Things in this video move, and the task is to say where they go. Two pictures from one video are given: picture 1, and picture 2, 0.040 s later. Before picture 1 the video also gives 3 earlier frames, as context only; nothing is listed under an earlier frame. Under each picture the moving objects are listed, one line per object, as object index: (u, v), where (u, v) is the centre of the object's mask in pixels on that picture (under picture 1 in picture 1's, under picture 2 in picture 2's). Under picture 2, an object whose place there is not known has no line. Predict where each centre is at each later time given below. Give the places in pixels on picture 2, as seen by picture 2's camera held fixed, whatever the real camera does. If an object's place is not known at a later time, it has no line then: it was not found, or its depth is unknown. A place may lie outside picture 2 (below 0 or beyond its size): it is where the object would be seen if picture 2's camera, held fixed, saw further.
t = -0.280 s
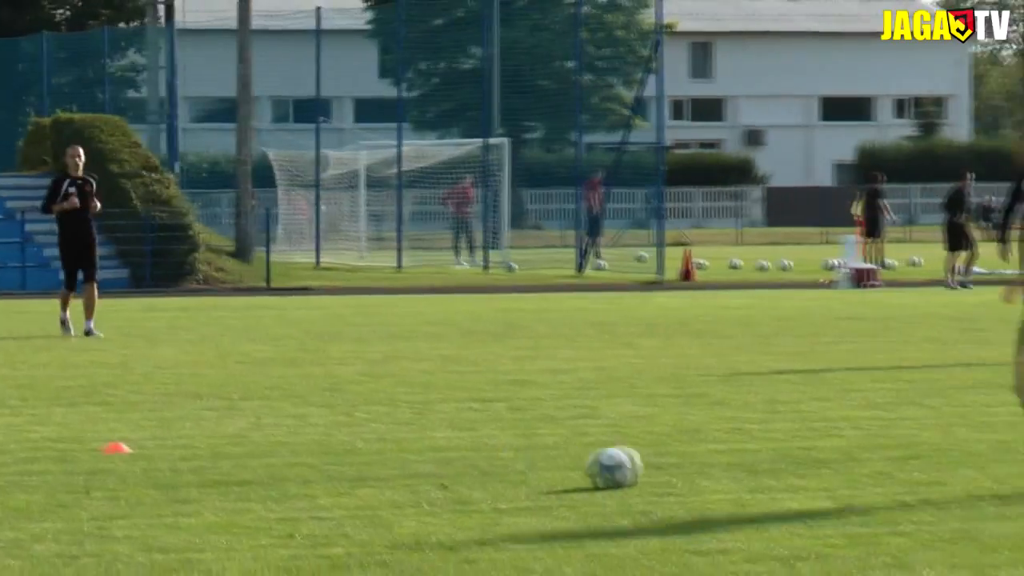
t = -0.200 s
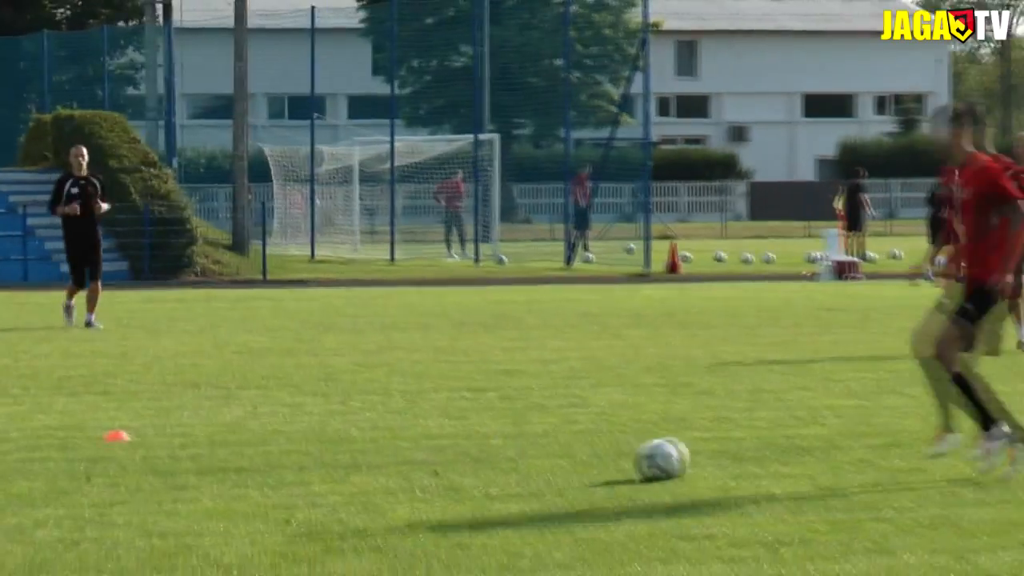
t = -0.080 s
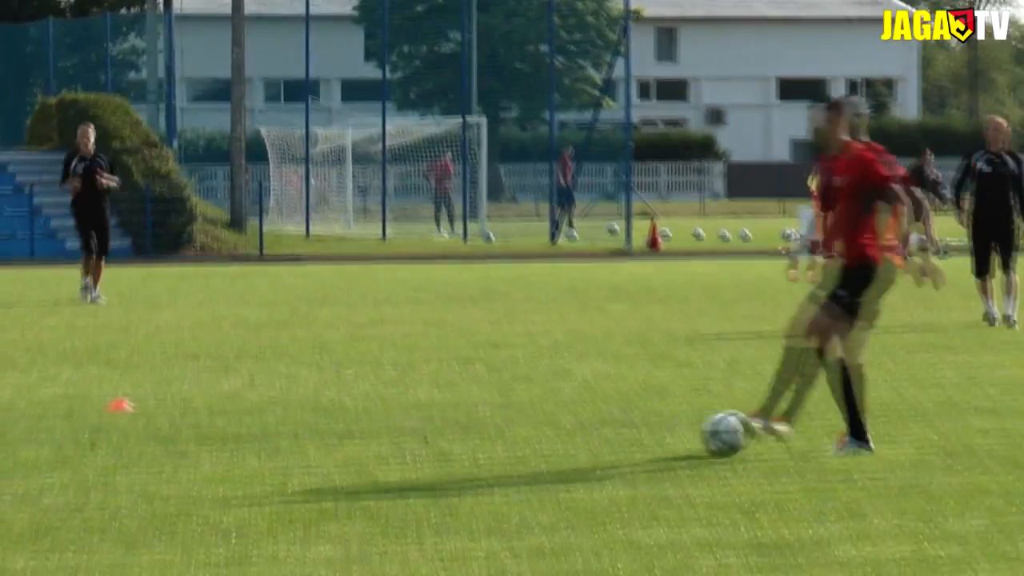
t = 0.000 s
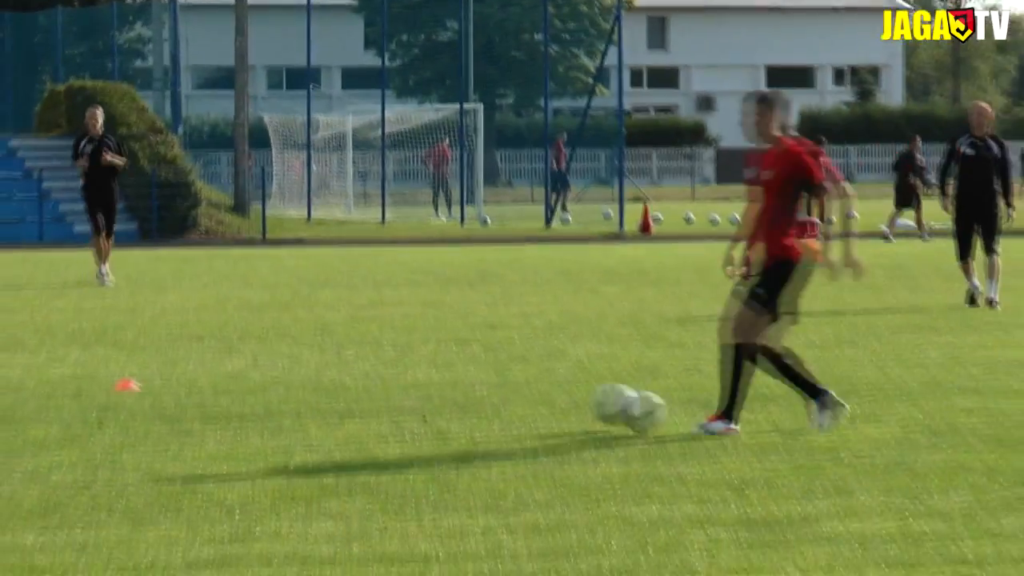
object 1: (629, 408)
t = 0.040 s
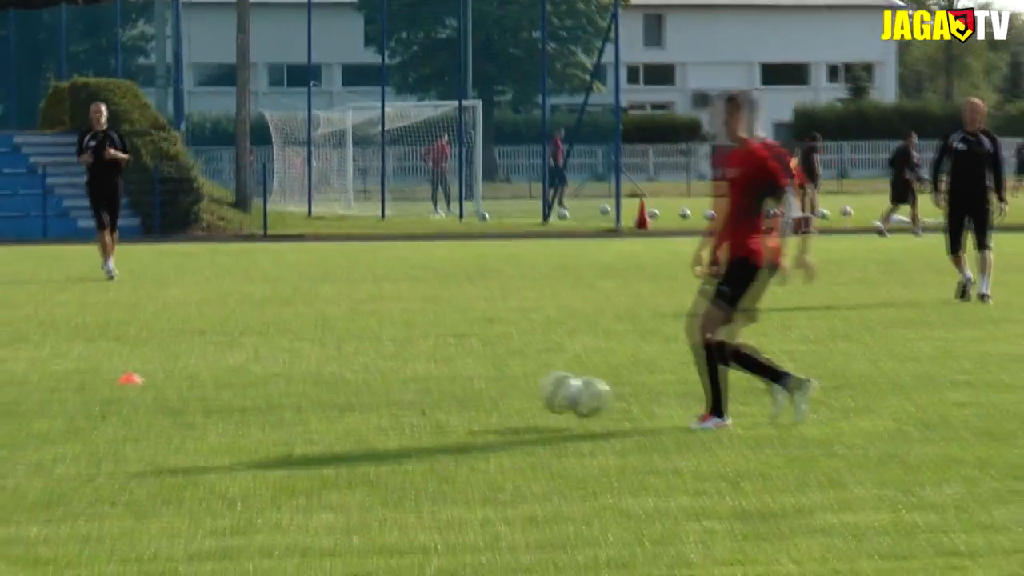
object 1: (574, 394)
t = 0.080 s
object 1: (523, 391)
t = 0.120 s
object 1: (471, 390)
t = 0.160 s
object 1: (423, 393)
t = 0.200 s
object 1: (378, 399)
